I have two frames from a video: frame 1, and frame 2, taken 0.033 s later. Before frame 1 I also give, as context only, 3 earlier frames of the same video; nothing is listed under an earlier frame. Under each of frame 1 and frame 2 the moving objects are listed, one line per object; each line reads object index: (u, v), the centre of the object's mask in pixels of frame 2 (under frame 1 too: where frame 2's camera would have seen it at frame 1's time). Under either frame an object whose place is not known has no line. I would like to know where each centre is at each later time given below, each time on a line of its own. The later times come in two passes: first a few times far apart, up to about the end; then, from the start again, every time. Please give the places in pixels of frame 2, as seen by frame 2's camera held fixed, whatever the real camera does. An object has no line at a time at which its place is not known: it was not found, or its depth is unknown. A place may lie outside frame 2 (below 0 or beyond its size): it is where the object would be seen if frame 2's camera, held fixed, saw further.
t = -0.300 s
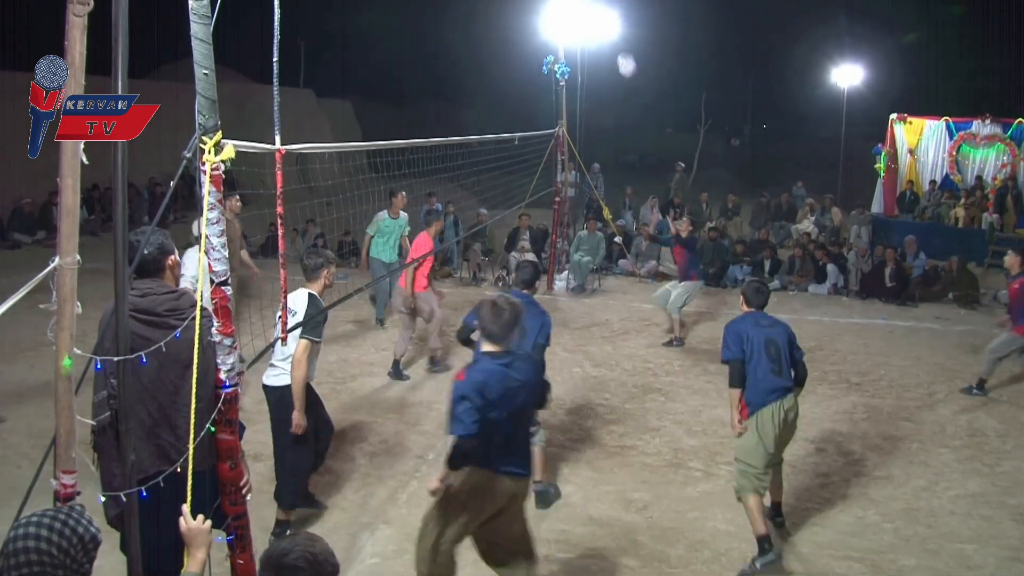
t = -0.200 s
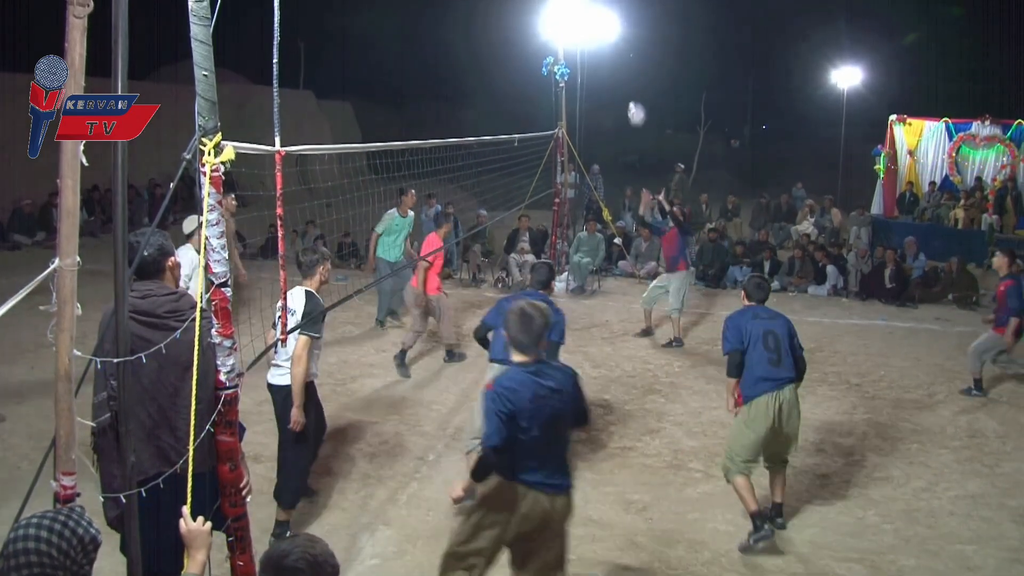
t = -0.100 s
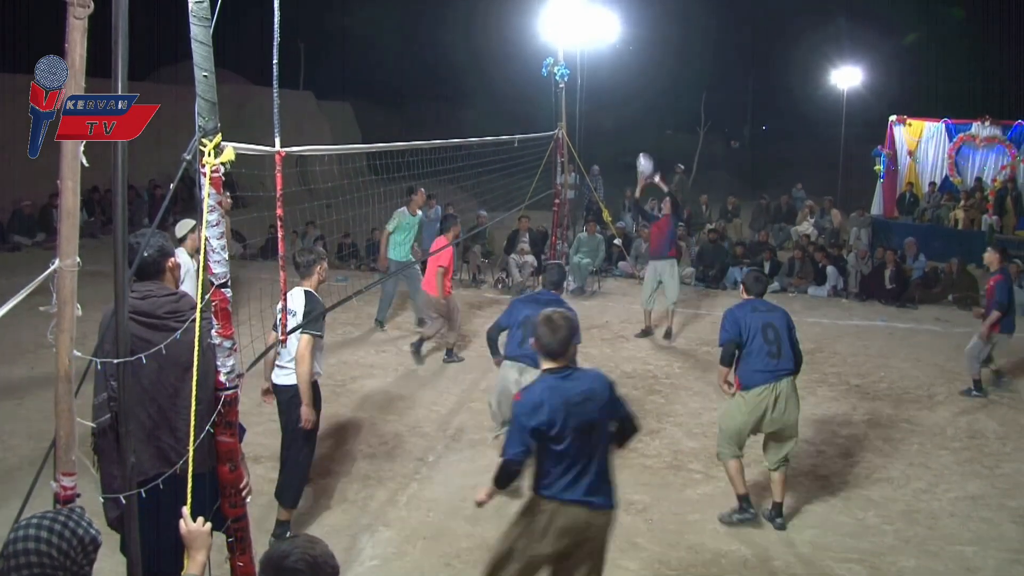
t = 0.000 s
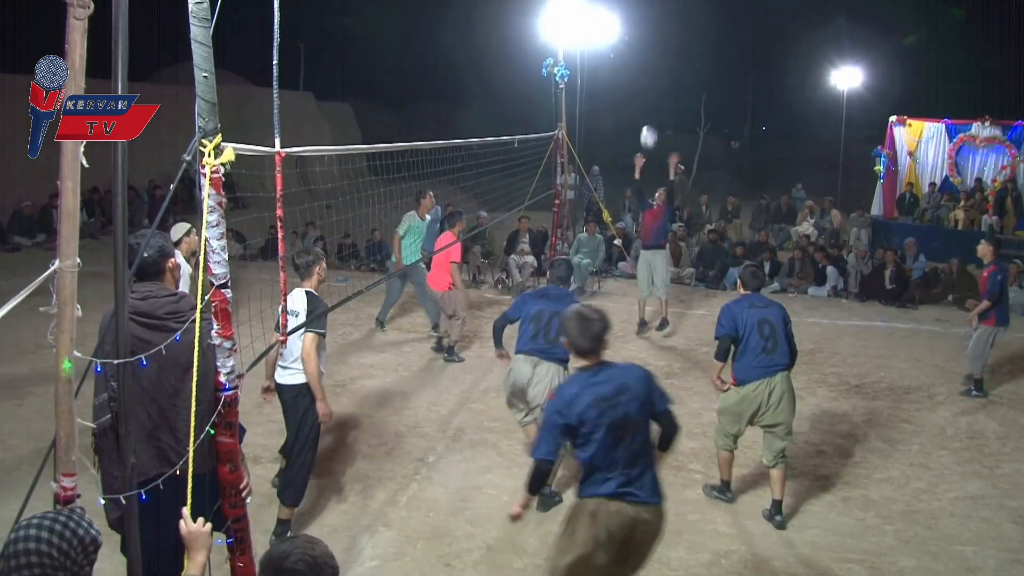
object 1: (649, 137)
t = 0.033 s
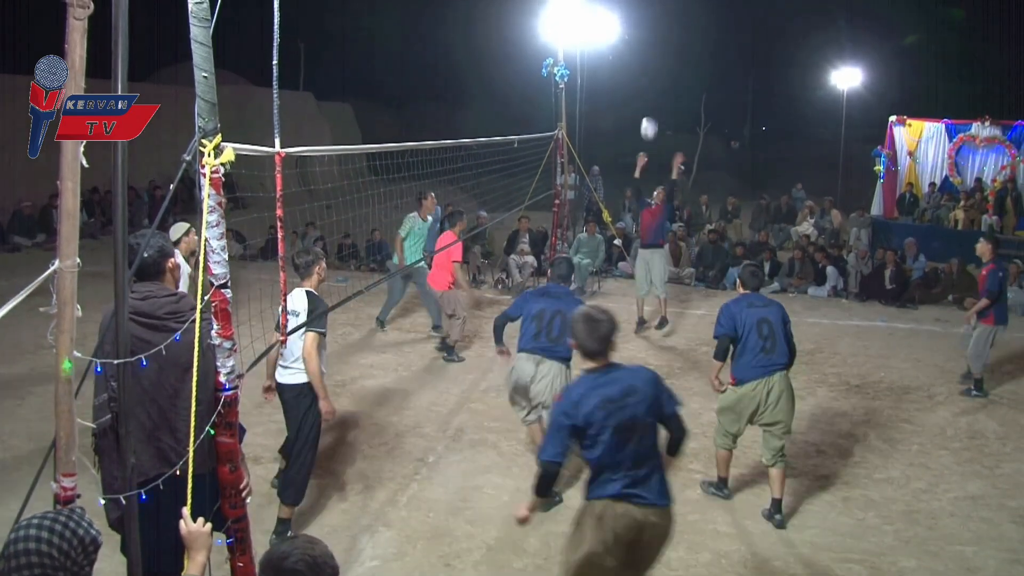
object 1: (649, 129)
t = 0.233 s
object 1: (651, 57)
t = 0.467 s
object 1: (651, 8)
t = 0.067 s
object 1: (649, 112)
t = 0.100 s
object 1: (650, 96)
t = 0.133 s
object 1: (650, 82)
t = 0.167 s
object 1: (651, 69)
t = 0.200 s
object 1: (651, 63)
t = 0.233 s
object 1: (651, 57)
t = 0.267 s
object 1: (651, 45)
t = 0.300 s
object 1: (651, 36)
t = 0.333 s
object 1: (651, 27)
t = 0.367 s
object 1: (651, 19)
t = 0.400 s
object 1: (651, 16)
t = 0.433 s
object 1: (651, 13)
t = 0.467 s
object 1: (651, 8)
